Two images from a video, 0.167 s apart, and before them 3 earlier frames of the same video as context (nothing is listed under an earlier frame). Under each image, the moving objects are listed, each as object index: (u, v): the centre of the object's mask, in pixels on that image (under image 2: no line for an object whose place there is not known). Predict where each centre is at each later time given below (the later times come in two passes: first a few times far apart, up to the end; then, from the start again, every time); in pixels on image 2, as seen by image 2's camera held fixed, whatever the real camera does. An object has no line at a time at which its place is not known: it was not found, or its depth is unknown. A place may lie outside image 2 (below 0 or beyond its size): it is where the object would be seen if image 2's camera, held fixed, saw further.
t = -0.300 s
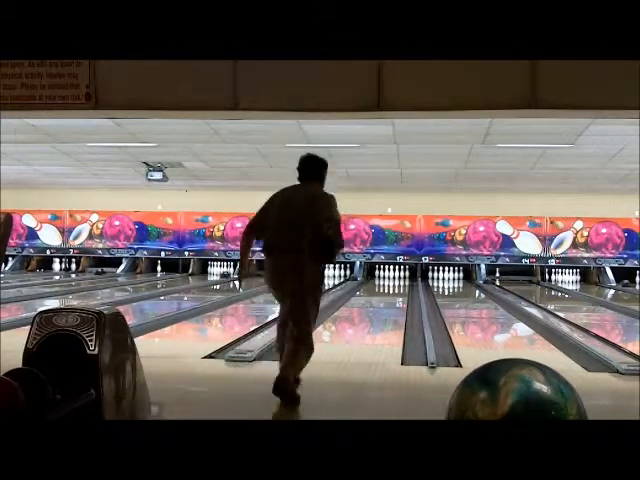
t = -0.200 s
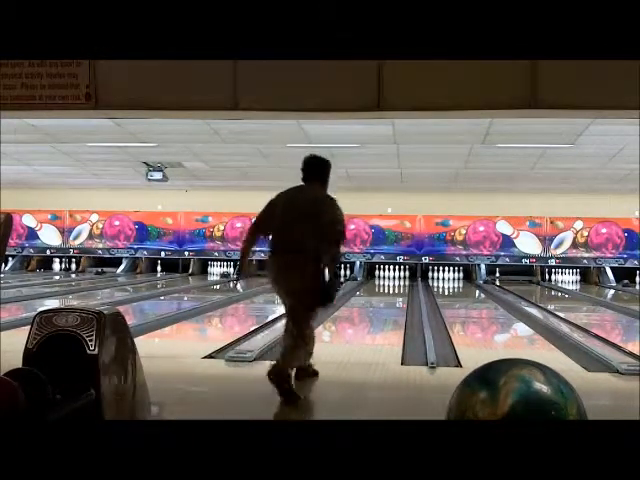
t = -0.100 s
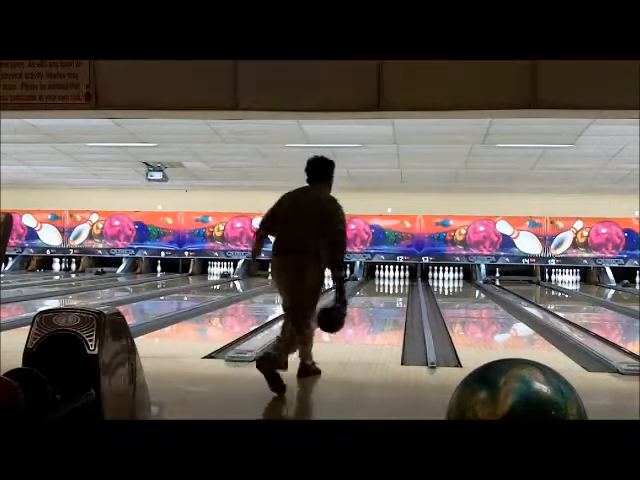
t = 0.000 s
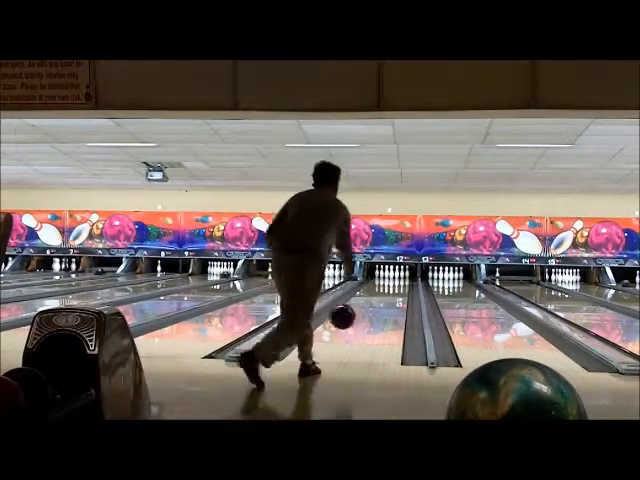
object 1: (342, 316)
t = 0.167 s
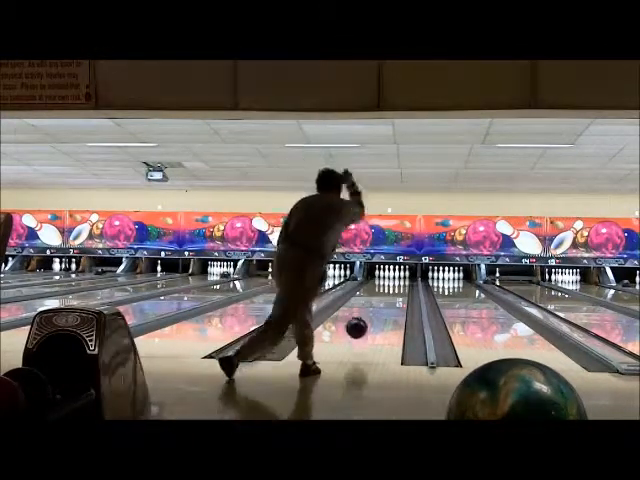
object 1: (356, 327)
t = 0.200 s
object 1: (358, 333)
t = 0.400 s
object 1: (370, 324)
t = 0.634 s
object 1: (381, 313)
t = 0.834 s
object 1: (388, 305)
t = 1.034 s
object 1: (392, 299)
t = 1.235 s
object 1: (396, 295)
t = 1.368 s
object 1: (397, 293)
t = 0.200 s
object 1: (358, 333)
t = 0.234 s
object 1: (361, 334)
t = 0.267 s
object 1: (363, 331)
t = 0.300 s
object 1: (365, 328)
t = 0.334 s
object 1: (367, 327)
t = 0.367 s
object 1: (369, 326)
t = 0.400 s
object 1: (370, 324)
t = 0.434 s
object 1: (372, 322)
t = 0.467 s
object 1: (374, 321)
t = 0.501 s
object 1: (375, 319)
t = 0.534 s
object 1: (377, 317)
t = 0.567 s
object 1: (378, 315)
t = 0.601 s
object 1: (380, 314)
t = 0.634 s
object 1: (381, 313)
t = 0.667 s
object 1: (382, 311)
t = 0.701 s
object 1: (383, 310)
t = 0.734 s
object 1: (384, 309)
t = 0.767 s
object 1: (386, 308)
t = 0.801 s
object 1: (387, 307)
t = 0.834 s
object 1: (388, 305)
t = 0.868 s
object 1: (389, 305)
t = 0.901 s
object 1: (390, 303)
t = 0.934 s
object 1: (390, 302)
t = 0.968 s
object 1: (391, 301)
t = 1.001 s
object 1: (392, 301)
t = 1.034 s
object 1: (392, 299)
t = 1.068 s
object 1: (393, 299)
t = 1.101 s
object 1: (394, 298)
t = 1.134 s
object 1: (395, 297)
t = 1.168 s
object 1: (395, 297)
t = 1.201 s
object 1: (395, 295)
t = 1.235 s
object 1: (396, 295)
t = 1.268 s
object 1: (397, 294)
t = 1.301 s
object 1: (397, 293)
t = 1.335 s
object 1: (397, 293)
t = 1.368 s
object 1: (397, 293)
